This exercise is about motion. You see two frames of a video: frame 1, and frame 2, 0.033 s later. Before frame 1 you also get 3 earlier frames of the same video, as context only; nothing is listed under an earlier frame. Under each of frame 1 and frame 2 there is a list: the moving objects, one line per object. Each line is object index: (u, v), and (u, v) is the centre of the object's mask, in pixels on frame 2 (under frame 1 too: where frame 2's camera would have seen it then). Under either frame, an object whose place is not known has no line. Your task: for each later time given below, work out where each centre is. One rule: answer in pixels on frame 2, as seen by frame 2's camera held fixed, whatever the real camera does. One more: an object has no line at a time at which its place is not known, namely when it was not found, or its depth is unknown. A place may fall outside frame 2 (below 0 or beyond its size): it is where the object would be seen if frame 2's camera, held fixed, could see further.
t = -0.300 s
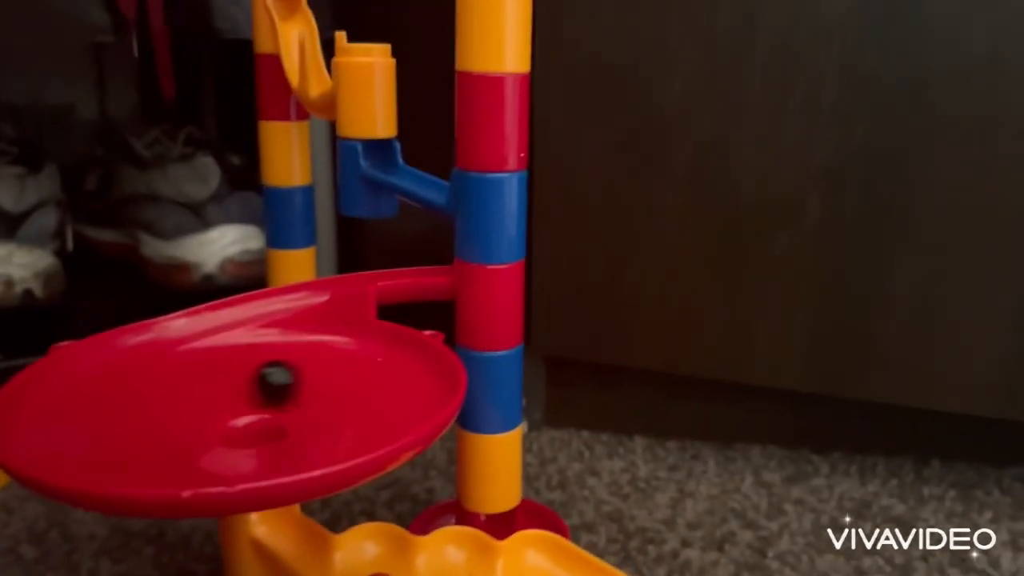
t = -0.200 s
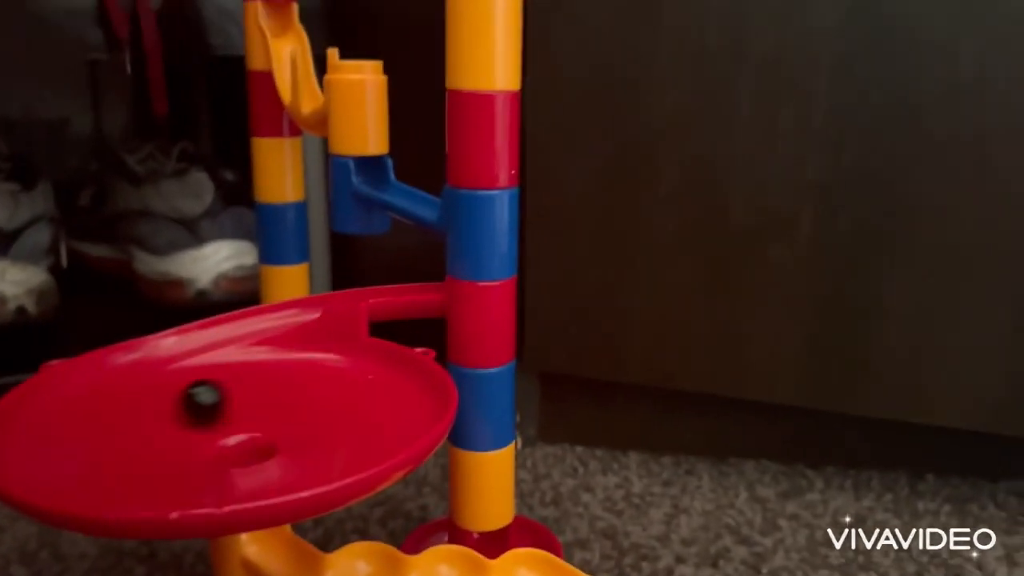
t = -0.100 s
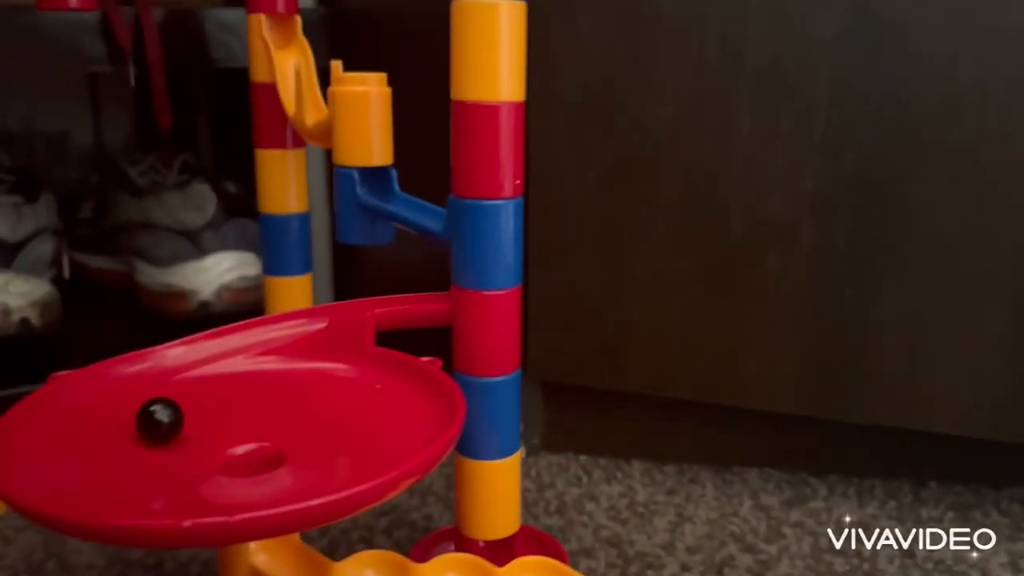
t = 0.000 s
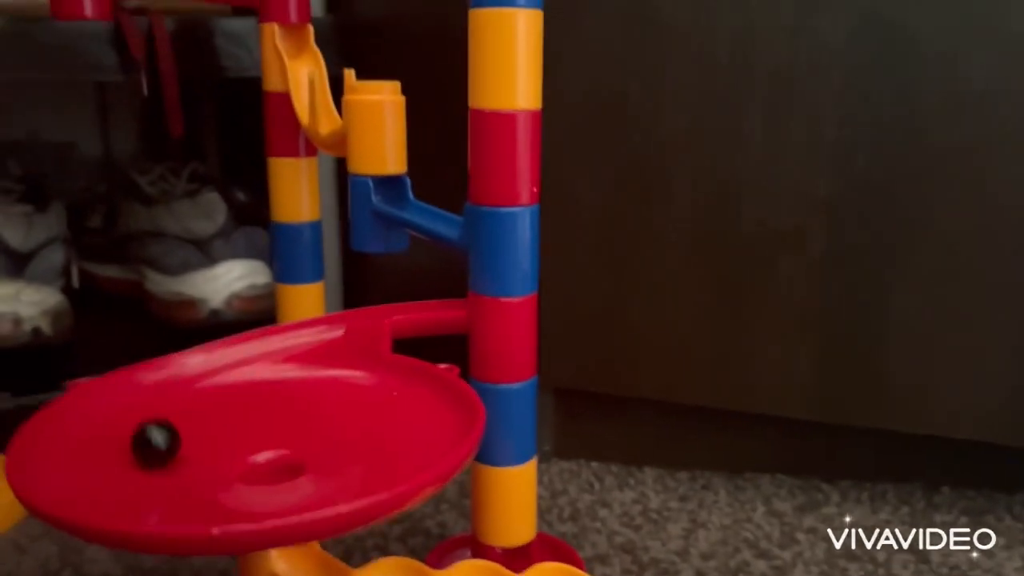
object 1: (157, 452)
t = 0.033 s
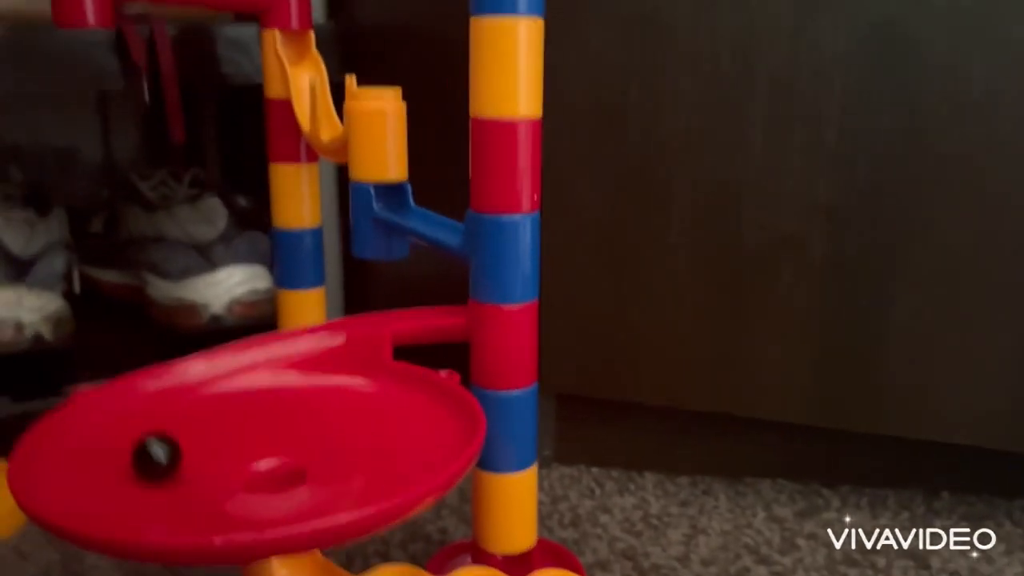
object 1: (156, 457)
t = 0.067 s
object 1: (159, 464)
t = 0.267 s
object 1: (261, 480)
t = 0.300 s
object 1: (286, 476)
